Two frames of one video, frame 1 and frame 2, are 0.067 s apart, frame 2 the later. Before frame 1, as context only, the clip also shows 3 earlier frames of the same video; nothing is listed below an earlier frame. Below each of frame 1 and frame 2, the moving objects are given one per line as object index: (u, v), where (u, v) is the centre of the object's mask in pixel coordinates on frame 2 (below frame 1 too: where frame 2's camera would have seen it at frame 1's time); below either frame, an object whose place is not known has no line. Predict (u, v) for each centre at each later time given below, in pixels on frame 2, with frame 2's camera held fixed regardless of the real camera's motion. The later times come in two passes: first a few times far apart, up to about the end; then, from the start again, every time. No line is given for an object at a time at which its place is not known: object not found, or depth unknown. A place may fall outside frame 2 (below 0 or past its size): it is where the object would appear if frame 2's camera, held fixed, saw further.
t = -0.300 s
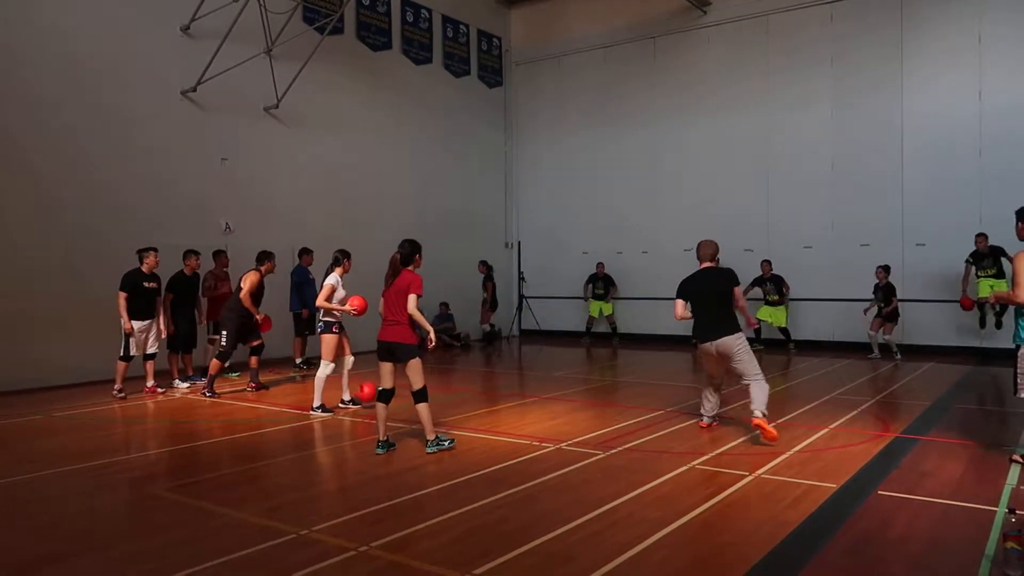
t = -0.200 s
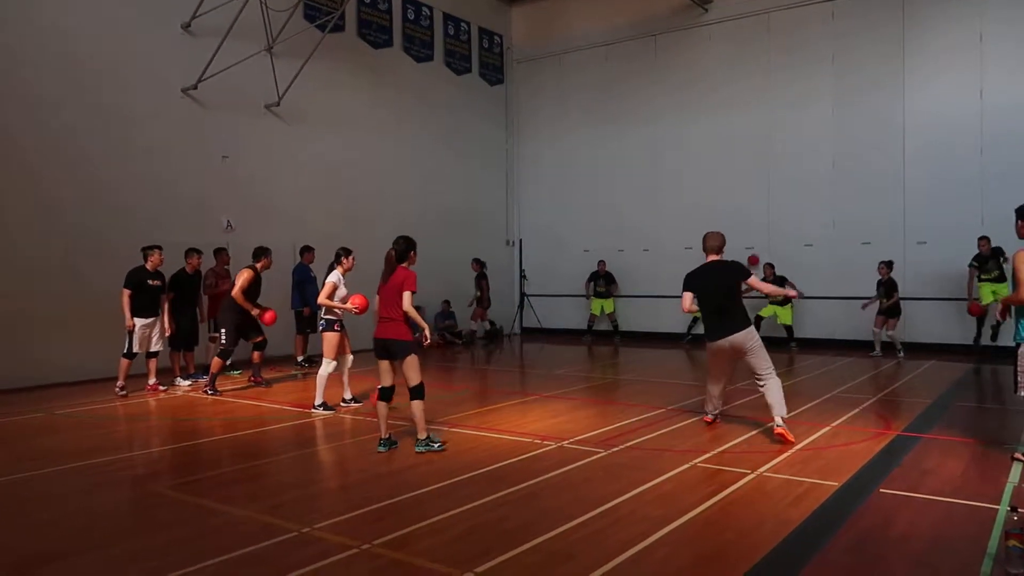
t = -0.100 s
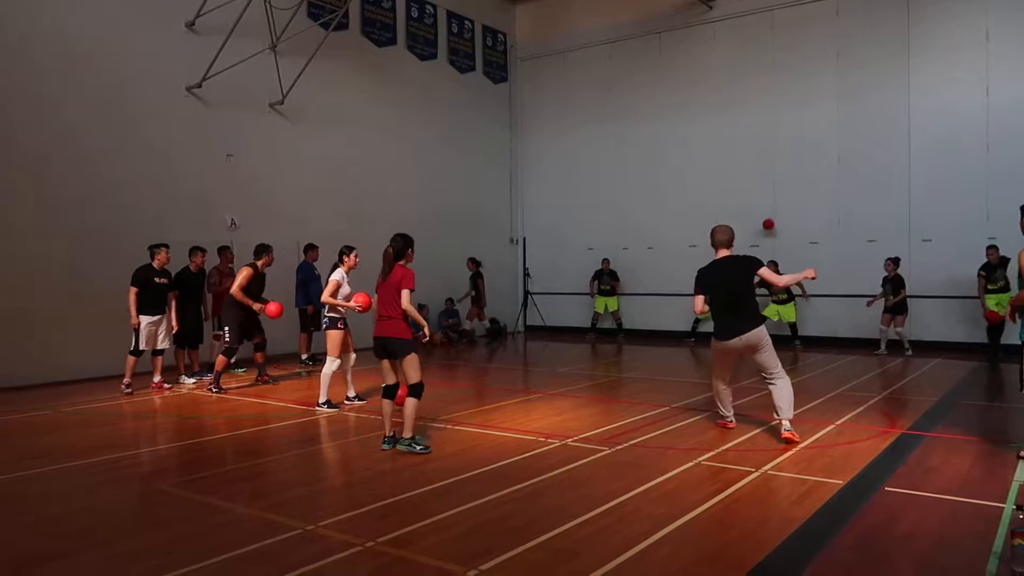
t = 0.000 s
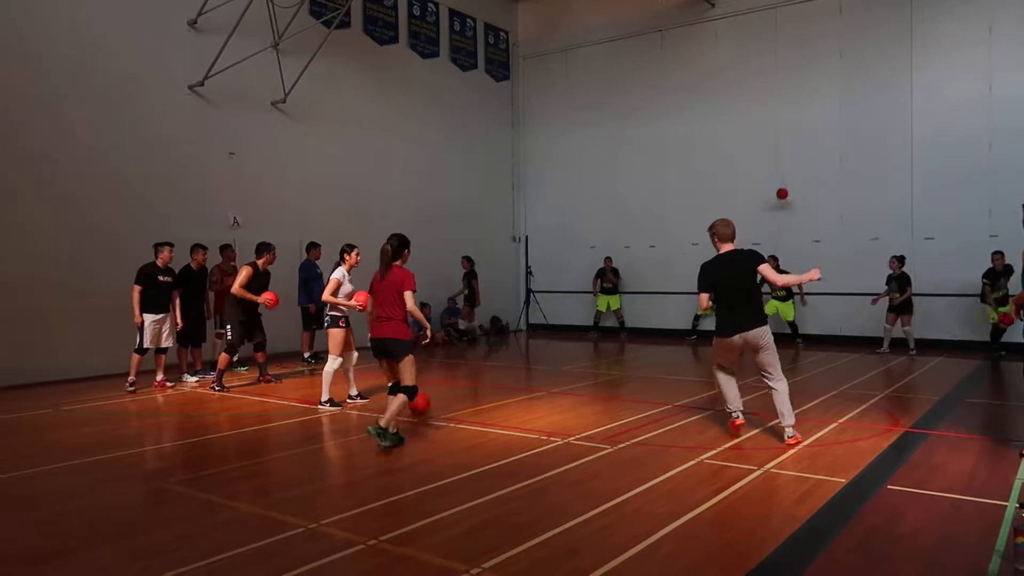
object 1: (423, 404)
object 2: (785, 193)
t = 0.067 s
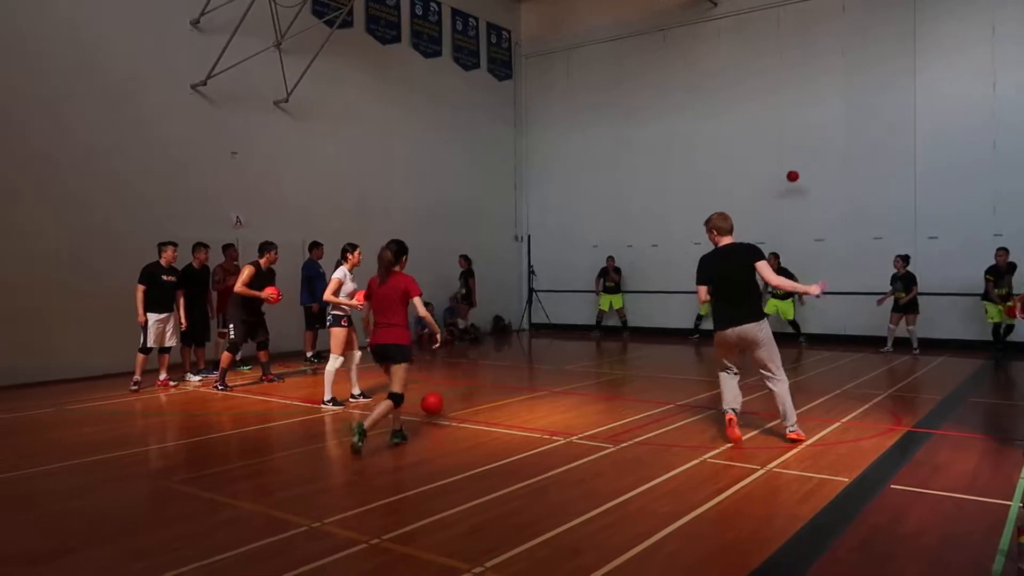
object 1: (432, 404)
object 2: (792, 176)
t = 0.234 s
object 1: (460, 412)
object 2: (813, 144)
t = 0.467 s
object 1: (502, 423)
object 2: (844, 123)
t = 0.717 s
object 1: (553, 437)
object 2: (880, 136)
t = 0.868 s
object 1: (588, 446)
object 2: (903, 163)
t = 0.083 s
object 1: (435, 404)
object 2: (795, 172)
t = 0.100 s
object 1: (437, 404)
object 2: (797, 169)
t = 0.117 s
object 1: (440, 405)
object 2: (799, 165)
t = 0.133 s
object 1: (443, 405)
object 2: (801, 162)
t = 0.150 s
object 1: (445, 406)
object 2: (803, 158)
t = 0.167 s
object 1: (449, 408)
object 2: (805, 155)
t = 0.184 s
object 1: (451, 410)
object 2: (807, 152)
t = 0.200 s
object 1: (454, 412)
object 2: (809, 149)
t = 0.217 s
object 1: (456, 413)
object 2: (811, 146)
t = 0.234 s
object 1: (460, 412)
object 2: (813, 144)
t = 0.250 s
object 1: (461, 412)
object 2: (815, 141)
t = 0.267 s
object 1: (465, 413)
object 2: (818, 139)
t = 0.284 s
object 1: (468, 412)
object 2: (819, 137)
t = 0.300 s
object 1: (471, 414)
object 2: (822, 135)
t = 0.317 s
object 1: (474, 415)
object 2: (824, 133)
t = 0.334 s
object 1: (477, 415)
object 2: (826, 131)
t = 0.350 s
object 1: (481, 417)
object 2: (828, 129)
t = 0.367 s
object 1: (483, 419)
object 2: (830, 128)
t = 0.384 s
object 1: (487, 421)
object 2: (833, 127)
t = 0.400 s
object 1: (489, 420)
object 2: (835, 126)
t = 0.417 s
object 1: (492, 421)
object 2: (837, 125)
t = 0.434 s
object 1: (495, 421)
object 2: (839, 124)
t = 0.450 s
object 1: (499, 422)
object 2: (842, 123)
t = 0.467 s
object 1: (502, 423)
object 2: (844, 123)
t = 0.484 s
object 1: (504, 424)
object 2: (846, 123)
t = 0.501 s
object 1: (507, 425)
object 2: (848, 122)
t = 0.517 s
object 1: (511, 426)
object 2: (851, 122)
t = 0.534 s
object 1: (514, 427)
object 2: (853, 123)
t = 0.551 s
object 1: (518, 428)
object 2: (855, 123)
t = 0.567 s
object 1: (521, 429)
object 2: (858, 124)
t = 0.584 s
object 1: (525, 431)
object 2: (860, 124)
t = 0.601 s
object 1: (529, 431)
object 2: (862, 125)
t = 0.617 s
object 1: (532, 432)
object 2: (865, 126)
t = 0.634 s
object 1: (535, 432)
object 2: (867, 127)
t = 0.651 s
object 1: (539, 433)
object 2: (870, 129)
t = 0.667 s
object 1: (542, 435)
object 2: (872, 130)
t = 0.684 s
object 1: (546, 436)
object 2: (875, 132)
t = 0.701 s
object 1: (550, 437)
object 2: (877, 134)
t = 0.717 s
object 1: (553, 437)
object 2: (880, 136)
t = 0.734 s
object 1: (557, 438)
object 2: (882, 139)
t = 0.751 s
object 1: (561, 439)
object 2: (884, 141)
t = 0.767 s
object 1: (565, 439)
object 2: (887, 144)
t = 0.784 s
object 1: (568, 440)
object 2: (890, 146)
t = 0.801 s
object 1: (573, 442)
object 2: (892, 149)
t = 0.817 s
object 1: (577, 443)
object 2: (895, 153)
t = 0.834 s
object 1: (581, 444)
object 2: (897, 156)
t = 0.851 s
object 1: (584, 445)
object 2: (900, 159)
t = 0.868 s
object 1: (588, 446)
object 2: (903, 163)
